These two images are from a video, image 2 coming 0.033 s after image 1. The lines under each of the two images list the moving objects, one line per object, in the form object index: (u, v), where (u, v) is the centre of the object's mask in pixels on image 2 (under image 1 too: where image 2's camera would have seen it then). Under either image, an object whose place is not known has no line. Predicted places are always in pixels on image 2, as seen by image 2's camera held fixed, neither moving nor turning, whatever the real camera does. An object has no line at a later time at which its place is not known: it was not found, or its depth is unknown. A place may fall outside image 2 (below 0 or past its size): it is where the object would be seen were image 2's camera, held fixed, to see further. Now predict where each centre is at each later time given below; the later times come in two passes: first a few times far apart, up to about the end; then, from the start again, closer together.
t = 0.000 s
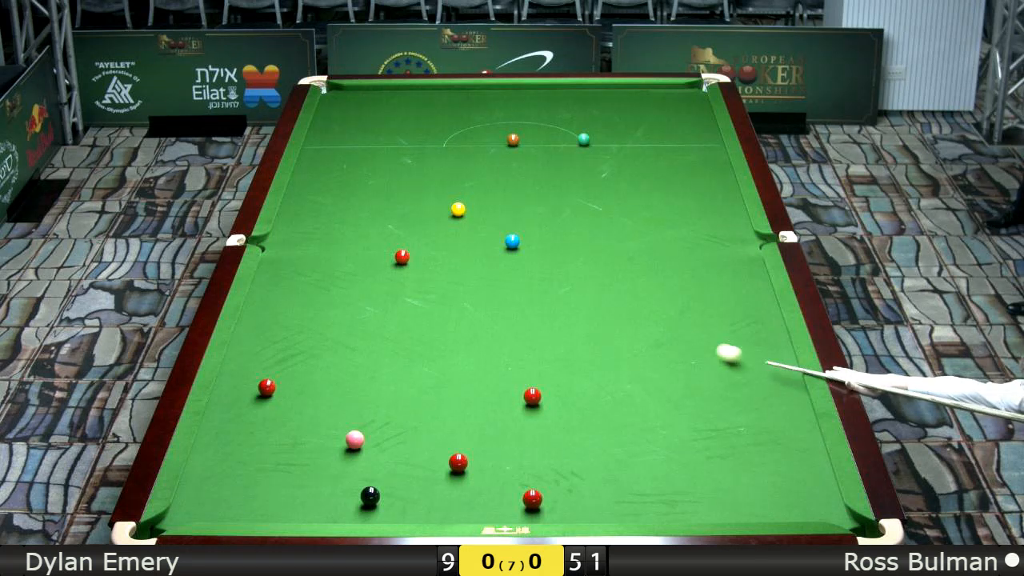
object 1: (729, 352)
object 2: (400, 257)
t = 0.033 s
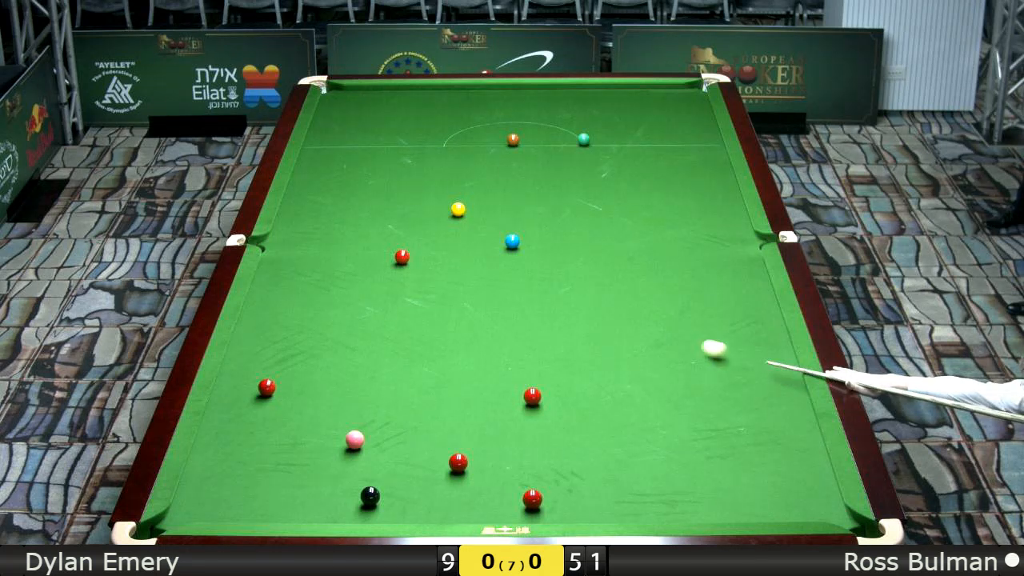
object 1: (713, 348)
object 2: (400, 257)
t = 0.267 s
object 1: (546, 297)
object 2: (400, 257)
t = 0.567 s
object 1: (419, 245)
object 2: (327, 247)
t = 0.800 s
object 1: (402, 220)
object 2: (279, 253)
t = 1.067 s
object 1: (380, 196)
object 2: (328, 266)
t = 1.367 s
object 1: (357, 172)
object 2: (382, 280)
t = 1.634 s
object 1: (337, 151)
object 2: (432, 294)
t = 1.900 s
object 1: (321, 134)
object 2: (480, 307)
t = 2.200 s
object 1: (327, 117)
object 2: (535, 322)
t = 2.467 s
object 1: (341, 104)
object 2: (582, 335)
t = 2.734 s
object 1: (356, 91)
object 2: (633, 349)
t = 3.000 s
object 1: (365, 91)
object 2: (679, 361)
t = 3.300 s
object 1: (374, 98)
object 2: (732, 376)
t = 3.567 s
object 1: (381, 105)
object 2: (777, 389)
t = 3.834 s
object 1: (389, 111)
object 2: (788, 399)
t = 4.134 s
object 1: (396, 117)
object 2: (769, 409)
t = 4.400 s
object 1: (402, 123)
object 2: (754, 416)
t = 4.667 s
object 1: (408, 128)
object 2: (739, 424)
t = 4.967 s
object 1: (414, 133)
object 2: (724, 431)
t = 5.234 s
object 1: (420, 137)
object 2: (712, 437)
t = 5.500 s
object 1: (424, 141)
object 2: (702, 441)
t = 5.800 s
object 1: (429, 145)
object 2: (692, 446)
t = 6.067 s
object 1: (432, 148)
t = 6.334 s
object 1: (435, 151)
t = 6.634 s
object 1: (438, 152)
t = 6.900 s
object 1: (440, 154)
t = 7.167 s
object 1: (441, 155)
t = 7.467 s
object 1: (441, 156)
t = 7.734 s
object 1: (442, 156)
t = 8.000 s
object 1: (442, 156)
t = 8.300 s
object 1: (441, 156)
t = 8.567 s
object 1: (442, 156)
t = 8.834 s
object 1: (442, 156)
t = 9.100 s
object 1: (441, 156)
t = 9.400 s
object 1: (442, 156)
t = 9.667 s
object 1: (441, 156)
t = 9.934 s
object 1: (441, 156)
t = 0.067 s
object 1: (684, 339)
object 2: (400, 257)
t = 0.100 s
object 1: (655, 330)
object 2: (400, 257)
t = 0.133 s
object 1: (641, 326)
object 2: (400, 257)
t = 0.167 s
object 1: (613, 318)
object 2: (400, 257)
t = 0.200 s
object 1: (586, 309)
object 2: (400, 257)
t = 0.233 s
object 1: (573, 305)
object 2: (400, 257)
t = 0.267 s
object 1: (546, 297)
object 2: (400, 257)
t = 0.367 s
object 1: (483, 278)
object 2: (400, 257)
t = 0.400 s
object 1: (458, 270)
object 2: (400, 257)
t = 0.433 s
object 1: (446, 267)
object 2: (400, 257)
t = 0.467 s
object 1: (417, 255)
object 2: (384, 254)
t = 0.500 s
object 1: (418, 253)
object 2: (372, 253)
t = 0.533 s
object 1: (419, 250)
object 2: (349, 250)
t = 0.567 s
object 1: (419, 245)
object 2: (327, 247)
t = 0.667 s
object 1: (414, 234)
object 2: (266, 239)
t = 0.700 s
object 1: (411, 230)
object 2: (264, 243)
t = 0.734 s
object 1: (408, 226)
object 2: (266, 249)
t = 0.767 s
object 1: (406, 224)
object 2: (270, 250)
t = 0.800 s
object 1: (402, 220)
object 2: (279, 253)
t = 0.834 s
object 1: (399, 216)
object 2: (288, 255)
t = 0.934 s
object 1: (390, 207)
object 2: (306, 260)
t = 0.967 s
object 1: (388, 205)
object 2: (310, 261)
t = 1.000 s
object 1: (385, 202)
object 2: (317, 263)
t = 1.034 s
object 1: (382, 198)
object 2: (324, 265)
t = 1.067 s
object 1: (380, 196)
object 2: (328, 266)
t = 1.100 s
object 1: (377, 193)
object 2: (335, 267)
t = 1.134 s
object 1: (374, 189)
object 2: (342, 269)
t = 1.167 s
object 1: (372, 188)
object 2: (346, 270)
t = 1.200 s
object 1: (369, 185)
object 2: (353, 272)
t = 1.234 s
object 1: (366, 181)
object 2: (360, 274)
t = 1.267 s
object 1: (364, 180)
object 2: (363, 276)
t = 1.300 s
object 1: (361, 176)
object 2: (371, 277)
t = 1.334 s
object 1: (358, 173)
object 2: (378, 279)
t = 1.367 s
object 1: (357, 172)
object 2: (382, 280)
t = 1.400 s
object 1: (354, 168)
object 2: (389, 282)
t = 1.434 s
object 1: (351, 166)
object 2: (396, 284)
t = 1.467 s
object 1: (349, 164)
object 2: (400, 285)
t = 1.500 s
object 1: (347, 161)
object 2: (407, 287)
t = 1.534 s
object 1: (344, 158)
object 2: (414, 289)
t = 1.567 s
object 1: (343, 157)
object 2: (418, 290)
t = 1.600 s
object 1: (340, 154)
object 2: (425, 292)
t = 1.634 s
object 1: (337, 151)
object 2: (432, 294)
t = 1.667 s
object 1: (336, 150)
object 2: (436, 295)
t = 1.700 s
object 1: (333, 147)
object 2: (443, 297)
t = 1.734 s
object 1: (331, 144)
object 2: (451, 299)
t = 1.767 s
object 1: (329, 143)
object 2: (454, 300)
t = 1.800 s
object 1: (327, 140)
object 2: (462, 302)
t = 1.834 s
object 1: (324, 138)
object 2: (469, 304)
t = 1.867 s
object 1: (323, 136)
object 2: (473, 305)
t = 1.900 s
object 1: (321, 134)
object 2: (480, 307)
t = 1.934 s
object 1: (318, 131)
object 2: (487, 309)
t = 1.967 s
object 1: (317, 130)
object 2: (491, 310)
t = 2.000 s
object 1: (315, 127)
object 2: (498, 312)
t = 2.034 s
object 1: (317, 125)
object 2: (505, 314)
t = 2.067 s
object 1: (318, 124)
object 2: (509, 315)
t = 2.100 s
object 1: (321, 122)
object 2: (516, 317)
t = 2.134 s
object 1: (323, 120)
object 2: (524, 319)
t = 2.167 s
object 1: (325, 119)
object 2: (527, 320)
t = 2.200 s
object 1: (327, 117)
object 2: (535, 322)
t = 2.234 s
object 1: (329, 115)
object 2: (542, 324)
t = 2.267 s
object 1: (330, 114)
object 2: (546, 325)
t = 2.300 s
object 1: (333, 112)
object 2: (553, 327)
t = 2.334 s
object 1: (335, 110)
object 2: (560, 329)
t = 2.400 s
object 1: (338, 107)
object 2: (571, 332)
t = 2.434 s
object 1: (340, 105)
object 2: (578, 334)
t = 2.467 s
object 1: (341, 104)
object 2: (582, 335)
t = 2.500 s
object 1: (344, 102)
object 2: (589, 337)
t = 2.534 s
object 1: (346, 100)
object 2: (597, 339)
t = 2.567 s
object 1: (346, 99)
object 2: (600, 340)
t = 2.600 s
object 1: (349, 98)
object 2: (607, 342)
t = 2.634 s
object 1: (351, 96)
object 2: (614, 344)
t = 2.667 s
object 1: (352, 95)
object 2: (618, 345)
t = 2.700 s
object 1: (354, 93)
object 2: (625, 347)
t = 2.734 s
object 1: (356, 91)
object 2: (633, 349)
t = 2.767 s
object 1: (356, 91)
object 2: (636, 350)
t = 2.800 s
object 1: (359, 89)
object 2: (643, 351)
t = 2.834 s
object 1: (360, 87)
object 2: (651, 354)
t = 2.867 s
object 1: (361, 87)
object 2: (654, 355)
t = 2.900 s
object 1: (362, 88)
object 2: (661, 357)
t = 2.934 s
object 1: (364, 89)
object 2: (668, 359)
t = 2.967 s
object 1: (364, 90)
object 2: (672, 359)
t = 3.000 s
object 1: (365, 91)
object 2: (679, 361)
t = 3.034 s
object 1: (366, 92)
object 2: (686, 363)
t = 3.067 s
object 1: (367, 93)
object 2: (690, 365)
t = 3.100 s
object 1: (368, 94)
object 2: (697, 366)
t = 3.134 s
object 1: (369, 95)
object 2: (704, 368)
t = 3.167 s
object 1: (370, 95)
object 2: (707, 369)
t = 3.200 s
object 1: (371, 96)
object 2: (714, 371)
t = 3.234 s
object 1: (372, 97)
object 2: (721, 373)
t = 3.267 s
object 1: (373, 98)
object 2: (725, 374)
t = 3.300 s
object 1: (374, 98)
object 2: (732, 376)
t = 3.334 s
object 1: (375, 99)
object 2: (739, 378)
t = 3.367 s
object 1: (376, 100)
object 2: (742, 379)
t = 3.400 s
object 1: (377, 101)
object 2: (749, 381)
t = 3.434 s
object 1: (378, 102)
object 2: (756, 382)
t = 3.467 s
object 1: (379, 102)
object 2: (760, 383)
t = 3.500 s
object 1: (380, 103)
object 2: (766, 386)
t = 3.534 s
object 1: (381, 104)
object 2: (773, 387)
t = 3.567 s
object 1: (381, 105)
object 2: (777, 389)
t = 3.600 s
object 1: (382, 106)
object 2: (783, 390)
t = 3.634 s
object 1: (383, 106)
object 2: (790, 392)
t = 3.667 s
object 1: (384, 107)
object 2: (794, 393)
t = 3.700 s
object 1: (385, 108)
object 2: (800, 395)
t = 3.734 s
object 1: (386, 109)
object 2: (796, 396)
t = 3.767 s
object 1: (387, 109)
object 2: (794, 397)
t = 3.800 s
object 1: (387, 110)
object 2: (790, 398)
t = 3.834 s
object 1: (389, 111)
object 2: (788, 399)
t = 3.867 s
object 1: (389, 111)
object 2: (786, 400)
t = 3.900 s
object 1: (390, 112)
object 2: (784, 401)
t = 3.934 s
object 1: (391, 113)
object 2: (781, 403)
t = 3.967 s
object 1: (392, 113)
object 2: (780, 403)
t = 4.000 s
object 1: (393, 114)
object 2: (778, 405)
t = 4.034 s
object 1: (394, 115)
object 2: (775, 406)
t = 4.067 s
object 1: (394, 116)
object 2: (774, 406)
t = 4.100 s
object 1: (395, 116)
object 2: (771, 408)
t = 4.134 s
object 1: (396, 117)
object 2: (769, 409)
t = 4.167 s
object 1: (397, 118)
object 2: (768, 409)
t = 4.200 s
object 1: (397, 119)
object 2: (765, 411)
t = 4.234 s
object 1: (398, 119)
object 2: (763, 412)
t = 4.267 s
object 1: (399, 120)
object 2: (762, 413)
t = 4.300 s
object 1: (400, 120)
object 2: (759, 414)
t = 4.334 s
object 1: (401, 121)
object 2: (757, 415)
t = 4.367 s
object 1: (401, 122)
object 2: (756, 415)
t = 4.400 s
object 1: (402, 123)
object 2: (754, 416)
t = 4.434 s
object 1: (403, 123)
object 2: (751, 417)
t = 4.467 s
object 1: (404, 123)
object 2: (750, 418)
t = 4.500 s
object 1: (405, 124)
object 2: (748, 419)
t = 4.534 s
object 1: (406, 125)
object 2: (746, 421)
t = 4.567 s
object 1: (406, 126)
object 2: (745, 421)
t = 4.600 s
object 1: (407, 126)
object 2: (742, 422)
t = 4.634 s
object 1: (407, 127)
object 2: (740, 423)
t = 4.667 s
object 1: (408, 128)
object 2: (739, 424)
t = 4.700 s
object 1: (409, 128)
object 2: (737, 424)
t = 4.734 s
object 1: (409, 129)
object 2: (735, 425)
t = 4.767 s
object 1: (410, 129)
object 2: (734, 426)
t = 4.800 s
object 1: (411, 130)
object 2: (732, 427)
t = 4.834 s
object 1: (412, 131)
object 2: (730, 428)
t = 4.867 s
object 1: (412, 131)
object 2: (729, 429)
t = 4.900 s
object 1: (413, 132)
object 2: (727, 429)
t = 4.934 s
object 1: (414, 132)
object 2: (725, 430)
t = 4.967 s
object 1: (414, 133)
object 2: (724, 431)
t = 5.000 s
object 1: (415, 134)
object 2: (723, 432)
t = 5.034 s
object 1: (416, 134)
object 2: (721, 433)
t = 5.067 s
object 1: (416, 135)
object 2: (720, 433)
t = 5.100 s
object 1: (417, 135)
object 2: (718, 434)
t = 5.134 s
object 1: (418, 136)
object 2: (717, 435)
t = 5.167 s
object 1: (418, 136)
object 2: (715, 435)
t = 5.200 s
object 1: (419, 137)
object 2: (714, 436)
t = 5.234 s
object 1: (420, 137)
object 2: (712, 437)
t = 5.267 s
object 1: (420, 137)
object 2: (711, 437)
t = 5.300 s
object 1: (421, 138)
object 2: (710, 438)
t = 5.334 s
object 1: (422, 139)
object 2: (708, 439)
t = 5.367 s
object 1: (422, 139)
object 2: (707, 439)
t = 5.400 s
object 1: (422, 140)
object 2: (706, 440)
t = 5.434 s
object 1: (423, 140)
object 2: (704, 440)
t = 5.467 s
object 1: (423, 141)
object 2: (704, 441)
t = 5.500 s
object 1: (424, 141)
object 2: (702, 441)
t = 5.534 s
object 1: (425, 142)
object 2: (701, 442)
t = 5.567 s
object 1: (425, 142)
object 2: (700, 443)
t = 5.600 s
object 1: (426, 143)
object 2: (699, 443)
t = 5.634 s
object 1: (426, 143)
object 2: (697, 444)
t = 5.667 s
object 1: (427, 143)
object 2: (697, 444)
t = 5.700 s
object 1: (427, 144)
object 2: (695, 445)
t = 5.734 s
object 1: (428, 144)
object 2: (694, 445)
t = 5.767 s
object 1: (428, 144)
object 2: (693, 446)
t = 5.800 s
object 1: (429, 145)
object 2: (692, 446)
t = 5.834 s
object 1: (429, 145)
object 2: (691, 447)
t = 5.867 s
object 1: (430, 146)
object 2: (690, 447)
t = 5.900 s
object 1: (430, 146)
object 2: (689, 447)
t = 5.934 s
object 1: (431, 146)
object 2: (688, 448)
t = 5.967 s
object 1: (431, 147)
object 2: (687, 448)
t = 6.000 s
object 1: (432, 147)
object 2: (686, 448)
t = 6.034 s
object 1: (432, 148)
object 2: (685, 449)
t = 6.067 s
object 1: (432, 148)
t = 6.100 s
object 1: (433, 148)
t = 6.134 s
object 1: (433, 149)
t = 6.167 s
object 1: (433, 149)
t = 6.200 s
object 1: (434, 149)
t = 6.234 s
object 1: (434, 150)
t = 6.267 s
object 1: (434, 150)
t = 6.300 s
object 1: (435, 150)
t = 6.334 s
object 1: (435, 151)
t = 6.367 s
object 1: (435, 151)
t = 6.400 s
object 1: (436, 151)
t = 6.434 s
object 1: (436, 151)
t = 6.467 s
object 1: (436, 151)
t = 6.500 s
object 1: (437, 151)
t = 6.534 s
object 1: (437, 152)
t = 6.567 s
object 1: (437, 152)
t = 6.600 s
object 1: (438, 152)
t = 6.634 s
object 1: (438, 152)
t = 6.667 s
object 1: (438, 153)
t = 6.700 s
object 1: (438, 153)
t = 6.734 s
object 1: (439, 153)
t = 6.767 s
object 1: (439, 153)
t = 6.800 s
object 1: (439, 154)
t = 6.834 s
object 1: (440, 154)
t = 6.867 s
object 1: (440, 154)
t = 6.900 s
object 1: (440, 154)
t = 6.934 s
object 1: (440, 154)
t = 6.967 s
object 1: (440, 154)
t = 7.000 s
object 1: (440, 154)
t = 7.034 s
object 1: (441, 155)
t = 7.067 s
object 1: (441, 155)
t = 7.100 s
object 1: (441, 155)
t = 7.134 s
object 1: (441, 155)
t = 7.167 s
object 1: (441, 155)
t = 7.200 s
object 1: (441, 155)
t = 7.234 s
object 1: (441, 155)
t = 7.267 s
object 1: (441, 155)
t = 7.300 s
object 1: (441, 155)
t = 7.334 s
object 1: (441, 156)
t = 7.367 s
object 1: (441, 155)
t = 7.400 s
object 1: (441, 156)
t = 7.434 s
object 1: (441, 156)
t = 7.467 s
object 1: (441, 156)
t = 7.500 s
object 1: (441, 156)
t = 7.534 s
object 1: (442, 156)
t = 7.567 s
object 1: (442, 156)
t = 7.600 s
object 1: (441, 156)
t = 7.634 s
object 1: (442, 156)
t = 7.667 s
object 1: (442, 156)
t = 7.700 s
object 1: (442, 156)
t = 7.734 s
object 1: (442, 156)
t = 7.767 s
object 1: (441, 156)
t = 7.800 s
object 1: (442, 156)
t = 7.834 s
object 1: (441, 156)
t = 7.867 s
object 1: (441, 156)
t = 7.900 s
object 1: (441, 156)
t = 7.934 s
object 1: (442, 156)
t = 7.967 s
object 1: (441, 156)
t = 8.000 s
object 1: (442, 156)
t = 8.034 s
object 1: (442, 156)
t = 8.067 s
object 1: (442, 156)
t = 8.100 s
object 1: (442, 156)
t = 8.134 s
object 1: (442, 156)
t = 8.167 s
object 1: (442, 156)
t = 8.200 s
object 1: (441, 156)
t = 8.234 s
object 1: (441, 156)
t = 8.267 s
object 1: (441, 156)
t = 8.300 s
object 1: (441, 156)
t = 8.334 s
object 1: (441, 156)
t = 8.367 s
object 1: (442, 156)
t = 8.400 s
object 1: (442, 156)
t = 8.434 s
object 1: (441, 156)
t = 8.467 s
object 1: (441, 156)
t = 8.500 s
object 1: (441, 156)
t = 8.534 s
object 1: (441, 156)
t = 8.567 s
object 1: (442, 156)
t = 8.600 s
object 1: (442, 156)
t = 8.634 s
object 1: (441, 156)
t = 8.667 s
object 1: (442, 156)
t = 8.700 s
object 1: (442, 156)
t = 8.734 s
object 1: (441, 156)
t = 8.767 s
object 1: (442, 156)
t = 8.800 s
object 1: (442, 156)
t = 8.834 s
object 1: (442, 156)
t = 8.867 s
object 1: (441, 156)
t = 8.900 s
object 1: (442, 156)
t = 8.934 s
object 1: (441, 156)
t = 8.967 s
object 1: (441, 156)
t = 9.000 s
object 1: (441, 156)
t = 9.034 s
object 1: (442, 156)
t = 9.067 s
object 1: (442, 156)
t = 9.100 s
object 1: (441, 156)
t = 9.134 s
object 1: (442, 156)
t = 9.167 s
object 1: (442, 156)
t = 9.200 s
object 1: (441, 156)
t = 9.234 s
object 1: (442, 156)
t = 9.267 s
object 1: (441, 156)
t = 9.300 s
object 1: (442, 156)
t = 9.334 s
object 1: (441, 156)
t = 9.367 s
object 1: (441, 156)
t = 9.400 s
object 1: (442, 156)
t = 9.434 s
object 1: (441, 156)
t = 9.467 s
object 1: (441, 156)
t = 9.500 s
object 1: (441, 156)
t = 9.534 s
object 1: (442, 156)
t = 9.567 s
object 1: (442, 156)
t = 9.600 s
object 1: (441, 156)
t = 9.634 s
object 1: (442, 155)
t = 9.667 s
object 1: (441, 156)
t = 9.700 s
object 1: (442, 155)
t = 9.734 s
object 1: (442, 155)
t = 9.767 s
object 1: (441, 156)
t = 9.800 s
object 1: (441, 156)
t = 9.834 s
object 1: (441, 156)
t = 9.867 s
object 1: (441, 156)
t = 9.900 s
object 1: (441, 156)
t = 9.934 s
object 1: (441, 156)
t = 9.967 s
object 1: (442, 156)
